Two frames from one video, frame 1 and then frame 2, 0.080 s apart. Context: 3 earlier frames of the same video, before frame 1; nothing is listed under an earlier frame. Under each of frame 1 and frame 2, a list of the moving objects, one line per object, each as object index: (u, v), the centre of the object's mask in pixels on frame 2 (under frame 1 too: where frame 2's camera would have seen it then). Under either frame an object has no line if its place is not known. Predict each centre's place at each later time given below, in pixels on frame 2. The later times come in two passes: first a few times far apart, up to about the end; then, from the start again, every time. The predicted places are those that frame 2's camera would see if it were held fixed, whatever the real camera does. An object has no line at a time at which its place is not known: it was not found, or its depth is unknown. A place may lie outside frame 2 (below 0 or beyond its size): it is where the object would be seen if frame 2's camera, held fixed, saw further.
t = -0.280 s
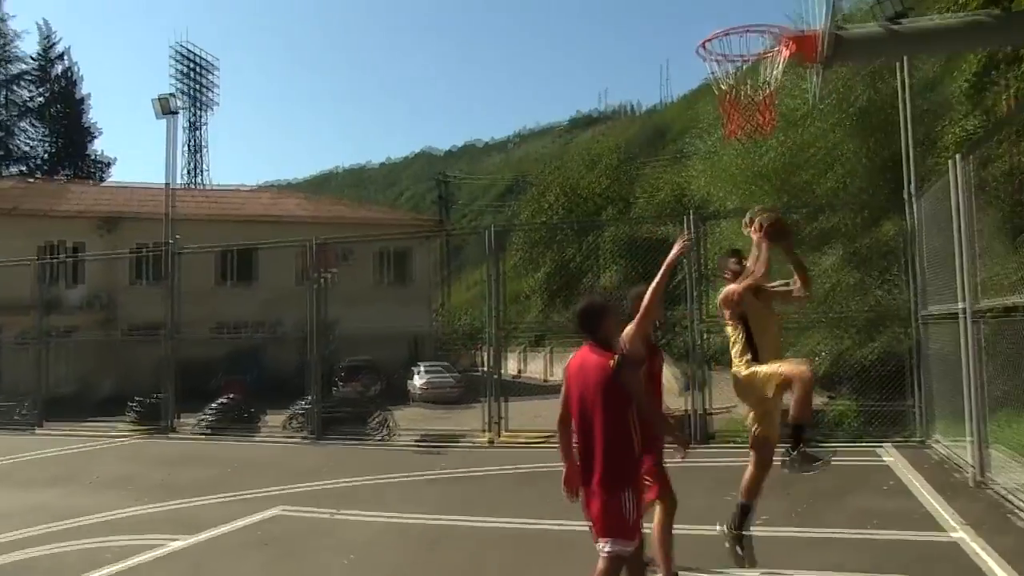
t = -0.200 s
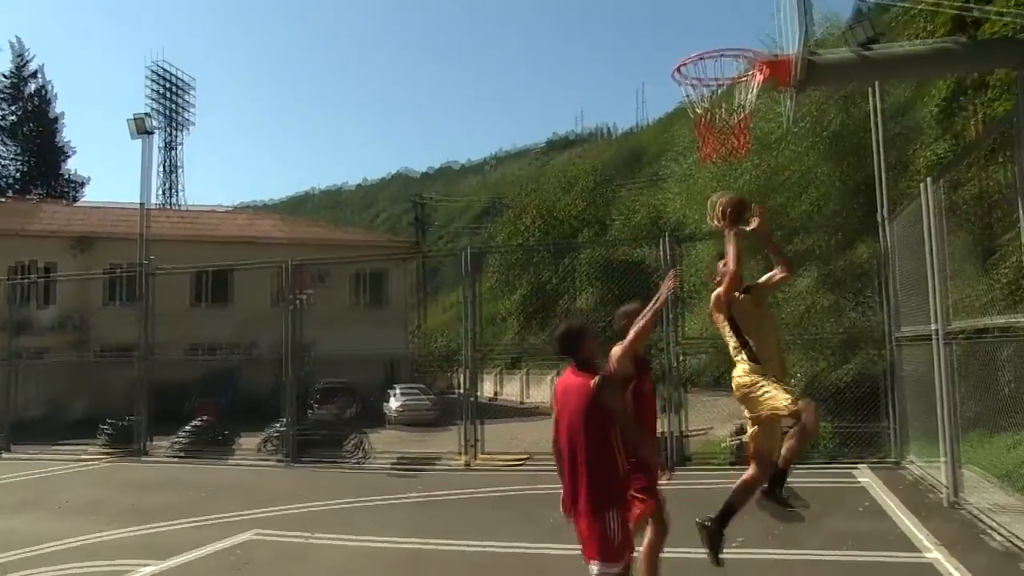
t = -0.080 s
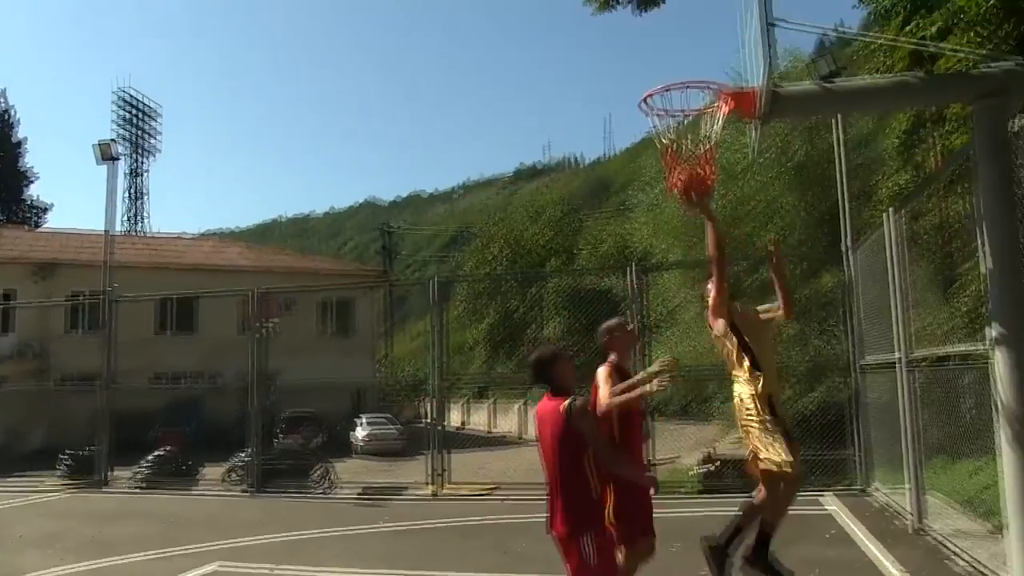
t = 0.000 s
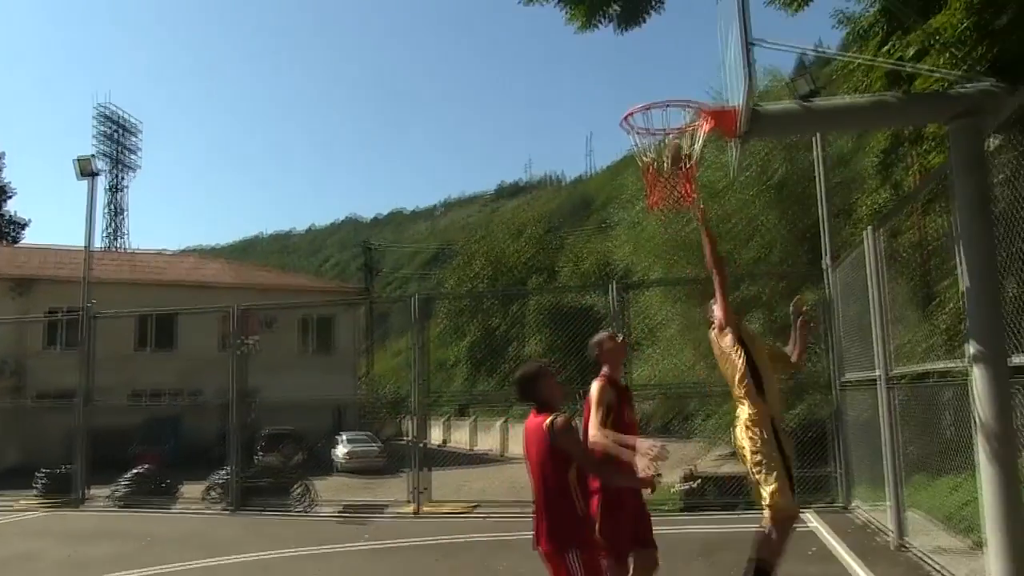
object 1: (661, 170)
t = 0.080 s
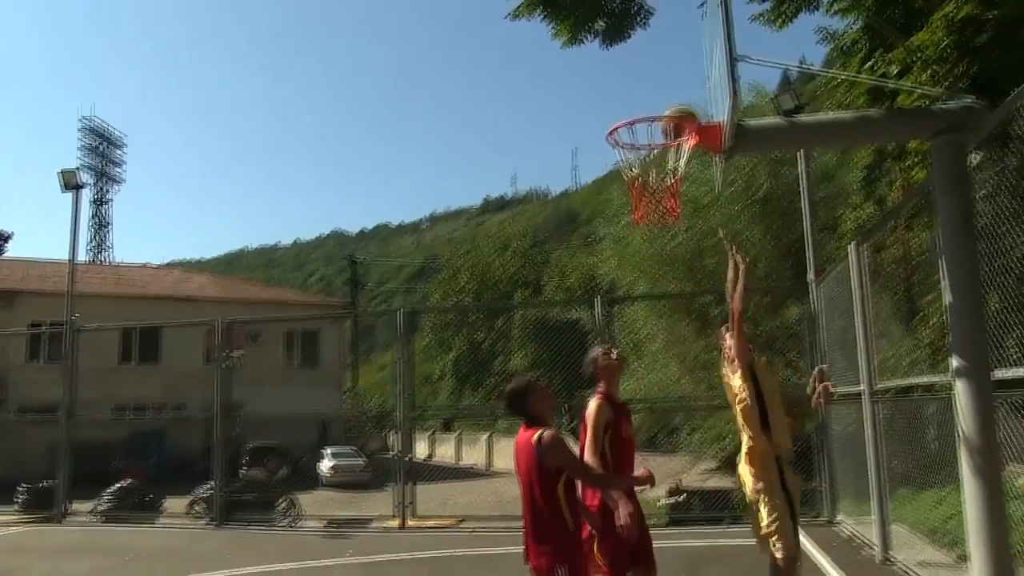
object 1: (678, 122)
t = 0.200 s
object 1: (687, 88)
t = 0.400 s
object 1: (656, 112)
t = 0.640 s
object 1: (625, 208)
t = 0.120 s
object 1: (688, 105)
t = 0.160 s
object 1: (693, 93)
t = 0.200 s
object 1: (687, 88)
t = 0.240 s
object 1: (681, 88)
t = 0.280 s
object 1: (674, 90)
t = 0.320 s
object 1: (668, 94)
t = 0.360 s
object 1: (663, 100)
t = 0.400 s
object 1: (656, 112)
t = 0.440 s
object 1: (650, 124)
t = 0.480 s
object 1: (646, 143)
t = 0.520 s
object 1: (637, 162)
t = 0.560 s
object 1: (634, 182)
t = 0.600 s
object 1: (634, 187)
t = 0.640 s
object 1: (625, 208)
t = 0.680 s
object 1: (623, 222)
